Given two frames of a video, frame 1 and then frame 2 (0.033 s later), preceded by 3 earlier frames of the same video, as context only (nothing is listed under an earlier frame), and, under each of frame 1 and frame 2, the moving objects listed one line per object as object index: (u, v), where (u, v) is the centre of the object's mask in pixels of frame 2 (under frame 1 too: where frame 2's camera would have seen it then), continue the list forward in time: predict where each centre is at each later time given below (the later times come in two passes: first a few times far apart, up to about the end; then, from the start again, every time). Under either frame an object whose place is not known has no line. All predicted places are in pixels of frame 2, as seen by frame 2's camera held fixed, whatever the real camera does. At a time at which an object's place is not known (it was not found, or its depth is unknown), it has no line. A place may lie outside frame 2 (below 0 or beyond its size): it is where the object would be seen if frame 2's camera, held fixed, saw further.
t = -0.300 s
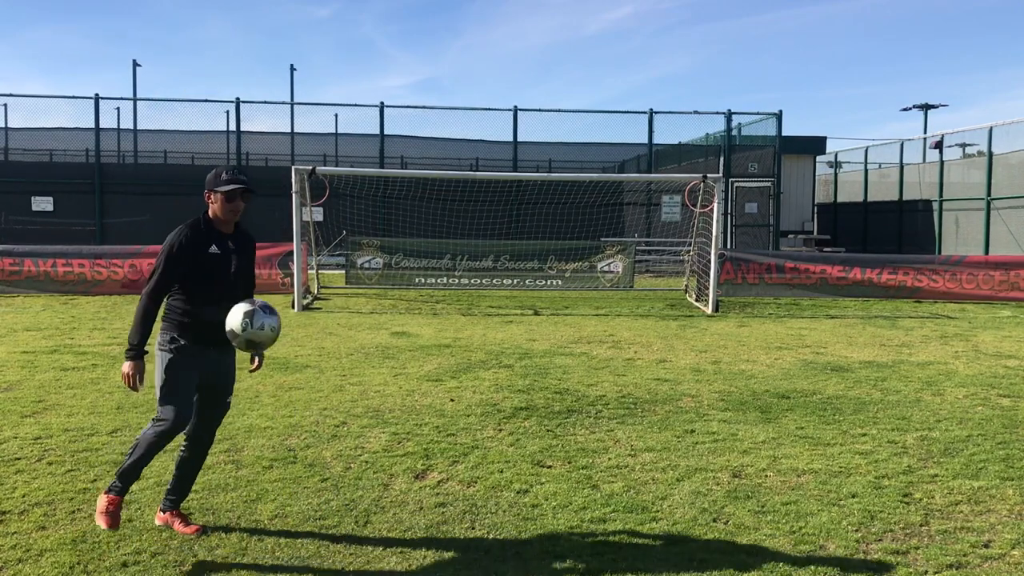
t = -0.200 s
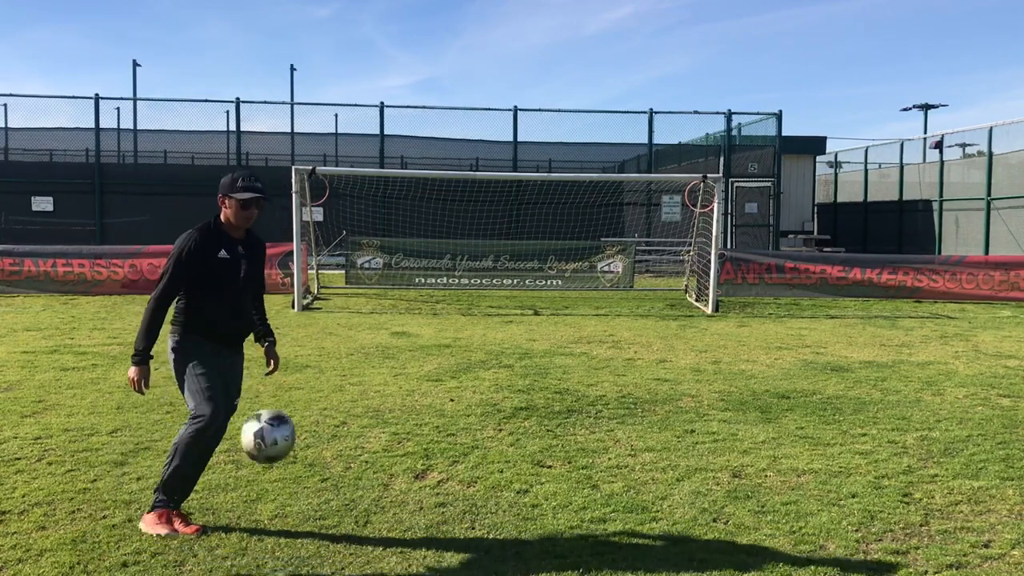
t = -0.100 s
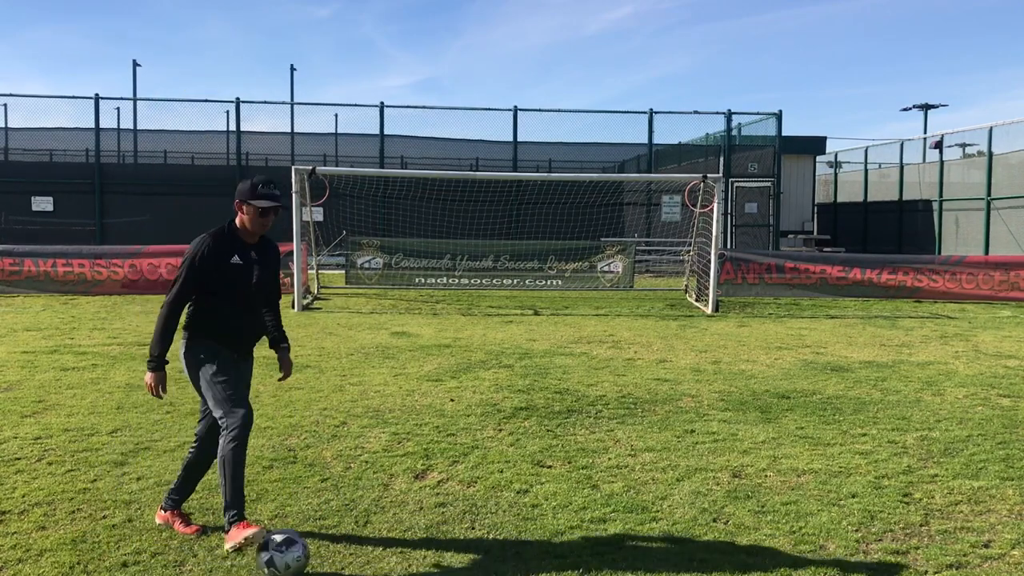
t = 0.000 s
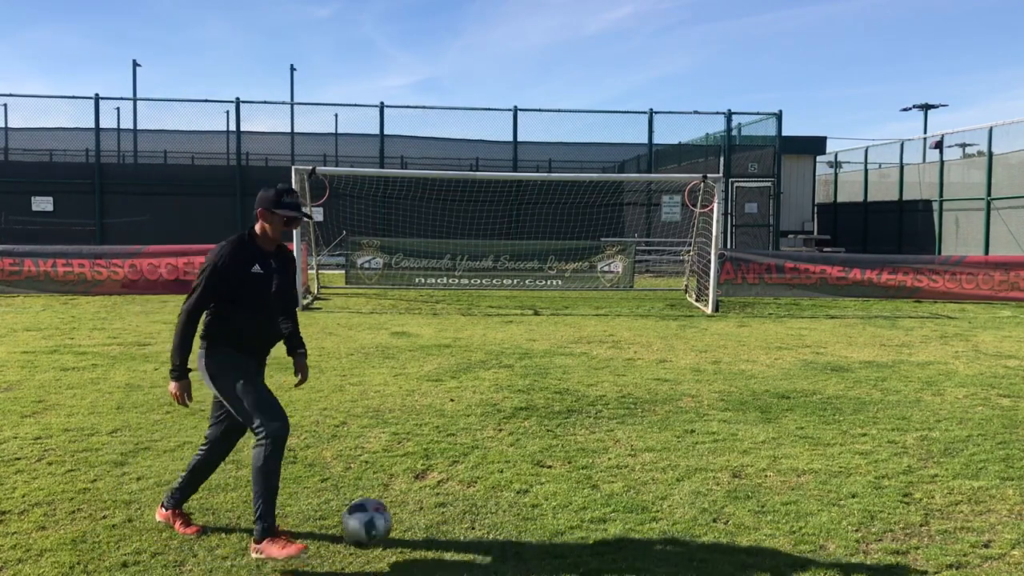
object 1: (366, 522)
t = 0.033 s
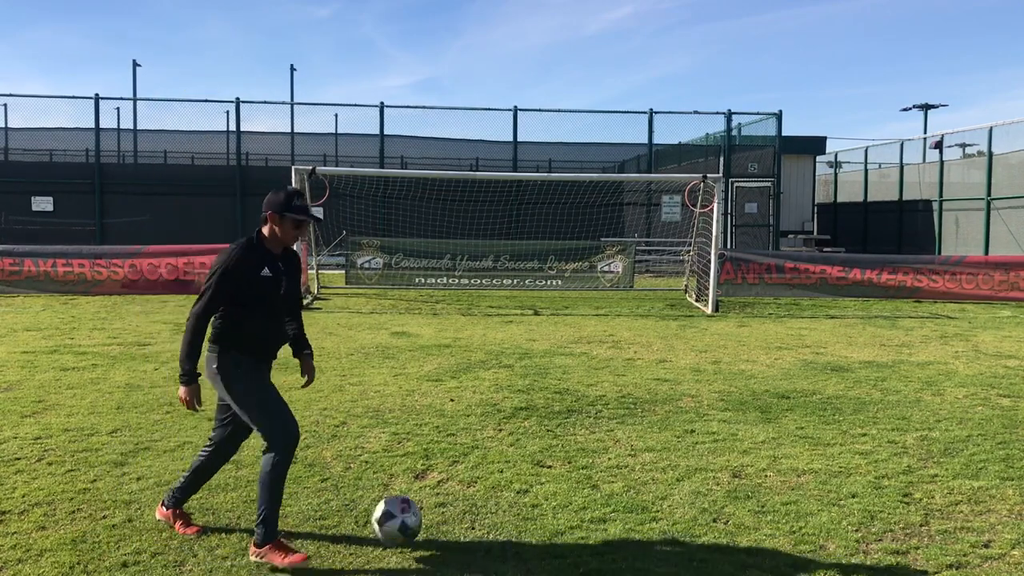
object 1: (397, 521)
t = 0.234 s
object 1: (526, 503)
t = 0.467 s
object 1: (617, 502)
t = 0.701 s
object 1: (688, 497)
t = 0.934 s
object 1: (752, 491)
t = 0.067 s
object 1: (426, 520)
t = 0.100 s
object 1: (455, 522)
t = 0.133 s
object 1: (478, 520)
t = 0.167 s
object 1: (494, 513)
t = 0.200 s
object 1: (511, 506)
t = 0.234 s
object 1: (526, 503)
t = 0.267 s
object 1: (541, 501)
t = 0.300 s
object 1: (557, 502)
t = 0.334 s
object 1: (571, 505)
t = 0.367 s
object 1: (585, 509)
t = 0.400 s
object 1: (596, 505)
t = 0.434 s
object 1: (607, 502)
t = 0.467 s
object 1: (617, 502)
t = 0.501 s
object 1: (629, 504)
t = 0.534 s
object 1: (639, 503)
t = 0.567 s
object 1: (649, 499)
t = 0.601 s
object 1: (659, 498)
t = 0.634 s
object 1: (669, 497)
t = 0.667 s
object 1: (678, 498)
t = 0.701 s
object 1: (688, 497)
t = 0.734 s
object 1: (697, 496)
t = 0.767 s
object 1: (707, 496)
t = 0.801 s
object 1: (716, 496)
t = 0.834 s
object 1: (725, 494)
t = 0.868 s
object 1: (734, 495)
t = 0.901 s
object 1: (743, 494)
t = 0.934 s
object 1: (752, 491)
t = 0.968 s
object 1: (760, 489)
